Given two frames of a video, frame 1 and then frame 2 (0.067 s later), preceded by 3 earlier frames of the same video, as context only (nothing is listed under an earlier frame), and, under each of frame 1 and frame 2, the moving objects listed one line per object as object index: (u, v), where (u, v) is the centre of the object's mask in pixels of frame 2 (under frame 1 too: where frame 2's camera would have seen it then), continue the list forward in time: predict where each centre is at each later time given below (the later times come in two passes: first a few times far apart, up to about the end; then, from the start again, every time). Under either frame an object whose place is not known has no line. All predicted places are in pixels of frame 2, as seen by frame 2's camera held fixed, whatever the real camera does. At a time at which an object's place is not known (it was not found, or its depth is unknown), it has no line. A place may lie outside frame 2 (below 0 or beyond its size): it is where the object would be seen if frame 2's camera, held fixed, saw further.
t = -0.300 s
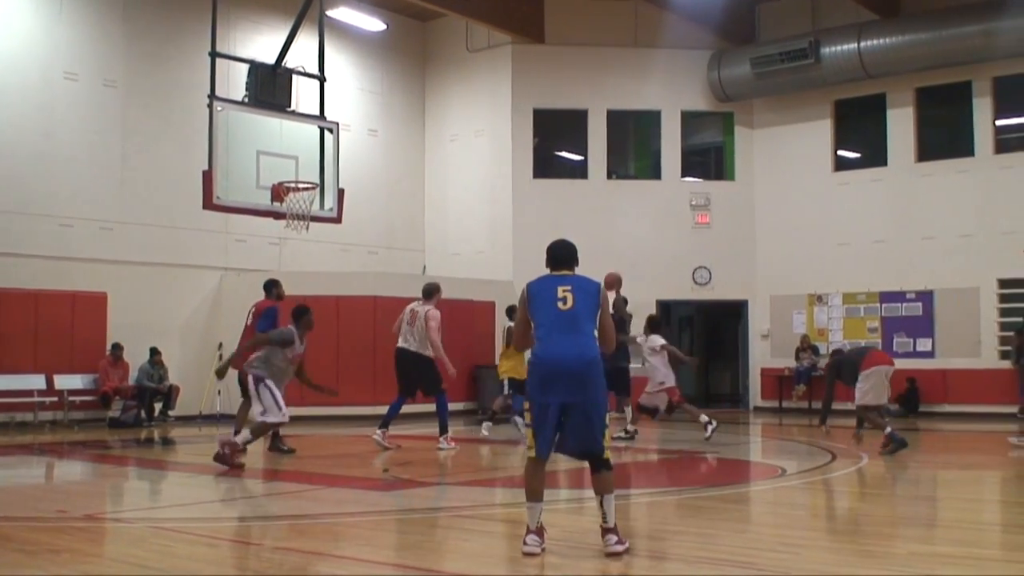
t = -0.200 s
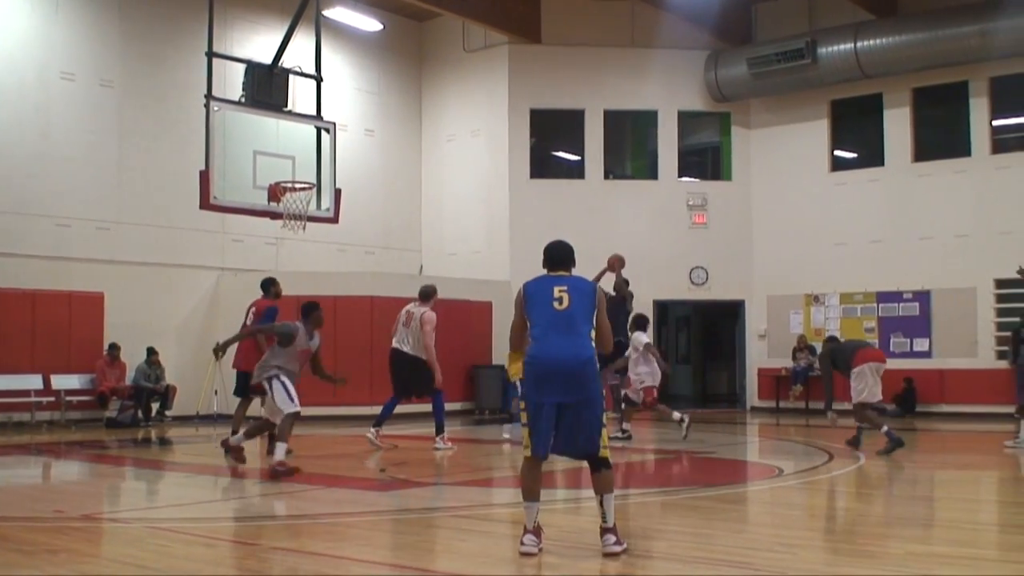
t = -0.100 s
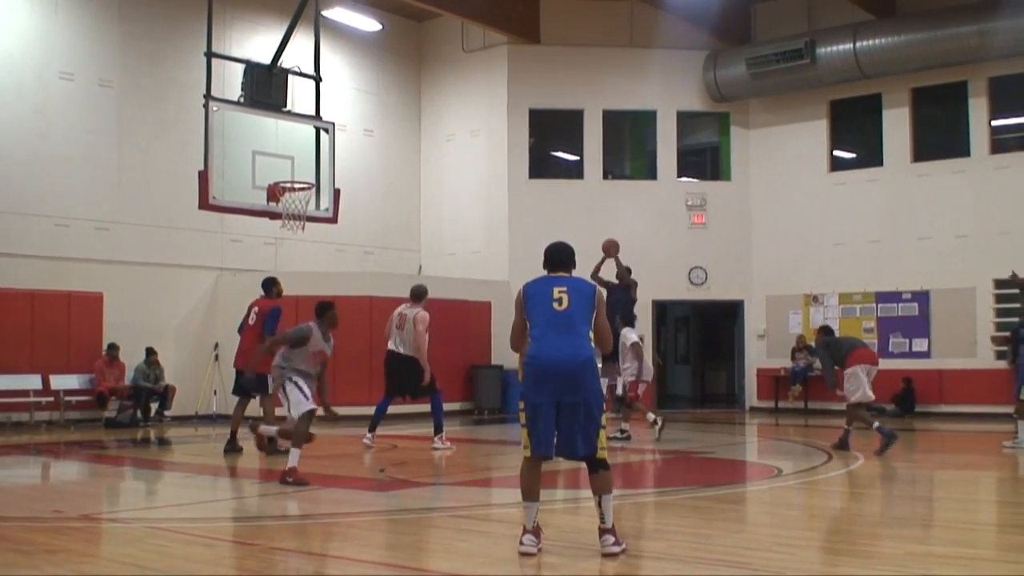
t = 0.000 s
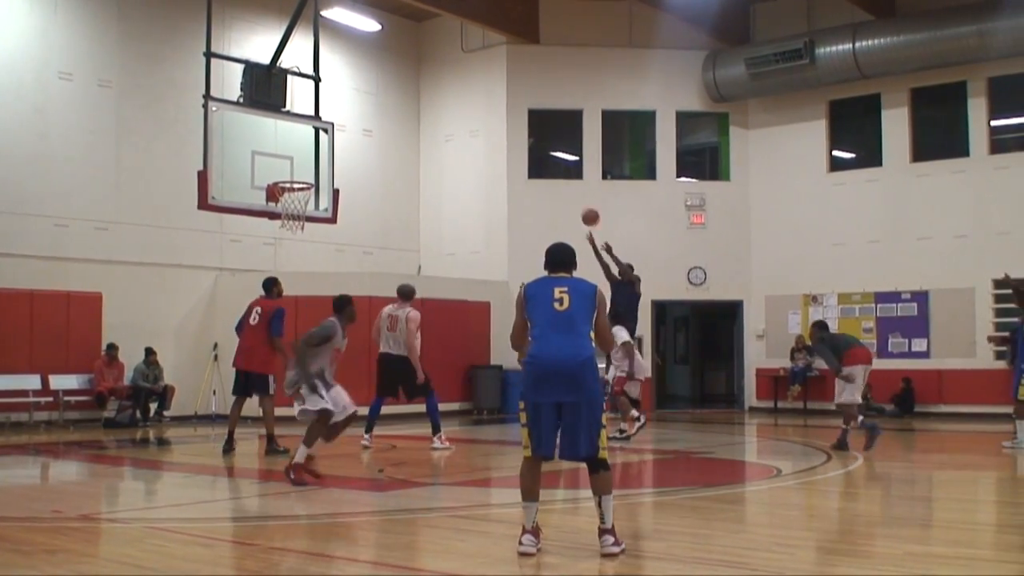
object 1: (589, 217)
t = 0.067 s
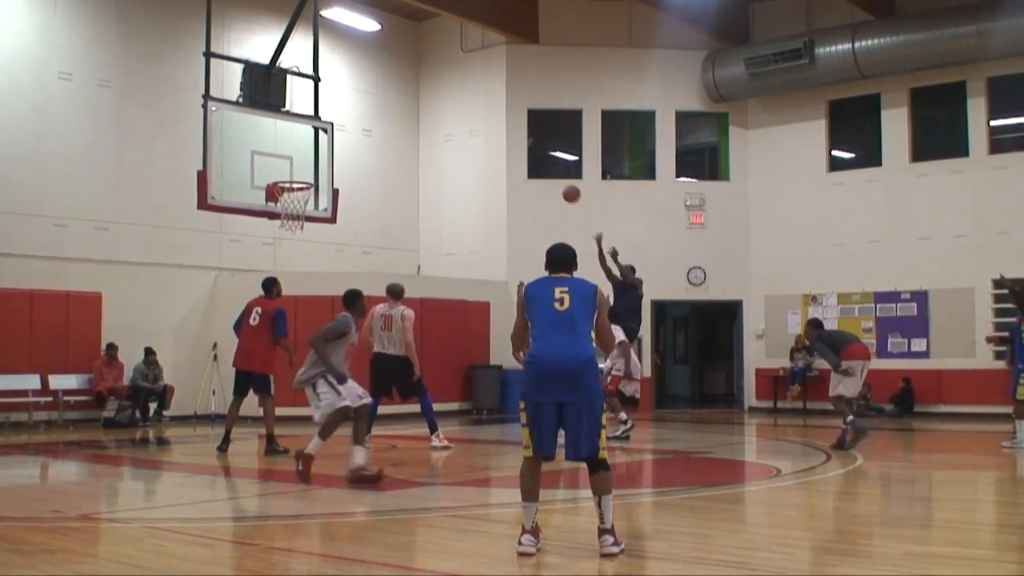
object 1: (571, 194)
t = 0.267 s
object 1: (513, 143)
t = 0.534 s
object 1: (433, 119)
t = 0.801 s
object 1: (346, 149)
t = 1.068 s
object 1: (318, 151)
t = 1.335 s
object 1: (360, 143)
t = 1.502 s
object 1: (386, 165)
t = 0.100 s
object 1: (562, 183)
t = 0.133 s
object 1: (552, 173)
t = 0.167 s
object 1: (543, 166)
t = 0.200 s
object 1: (533, 157)
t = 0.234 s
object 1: (523, 149)
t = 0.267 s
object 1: (513, 143)
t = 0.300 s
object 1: (503, 137)
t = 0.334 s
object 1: (493, 132)
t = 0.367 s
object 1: (484, 128)
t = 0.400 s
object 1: (473, 124)
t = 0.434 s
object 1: (463, 122)
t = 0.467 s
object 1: (454, 120)
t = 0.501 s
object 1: (443, 119)
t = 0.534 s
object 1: (433, 119)
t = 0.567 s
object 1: (423, 119)
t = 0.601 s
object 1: (412, 122)
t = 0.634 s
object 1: (402, 123)
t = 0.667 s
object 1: (391, 127)
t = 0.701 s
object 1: (380, 130)
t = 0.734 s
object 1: (369, 136)
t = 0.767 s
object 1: (358, 142)
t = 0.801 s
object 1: (346, 149)
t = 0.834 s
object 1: (336, 156)
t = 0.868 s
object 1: (326, 165)
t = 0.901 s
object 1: (313, 175)
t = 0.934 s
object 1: (309, 177)
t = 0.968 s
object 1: (311, 169)
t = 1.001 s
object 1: (313, 162)
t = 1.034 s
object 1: (316, 156)
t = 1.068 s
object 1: (318, 151)
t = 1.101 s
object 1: (324, 148)
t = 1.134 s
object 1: (329, 144)
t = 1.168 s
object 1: (334, 142)
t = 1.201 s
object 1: (339, 140)
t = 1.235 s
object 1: (345, 139)
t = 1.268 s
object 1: (350, 140)
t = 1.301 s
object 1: (355, 141)
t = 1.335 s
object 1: (360, 143)
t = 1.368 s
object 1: (365, 146)
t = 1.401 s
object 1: (370, 149)
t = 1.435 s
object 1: (376, 154)
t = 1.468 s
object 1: (381, 159)
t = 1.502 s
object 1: (386, 165)
